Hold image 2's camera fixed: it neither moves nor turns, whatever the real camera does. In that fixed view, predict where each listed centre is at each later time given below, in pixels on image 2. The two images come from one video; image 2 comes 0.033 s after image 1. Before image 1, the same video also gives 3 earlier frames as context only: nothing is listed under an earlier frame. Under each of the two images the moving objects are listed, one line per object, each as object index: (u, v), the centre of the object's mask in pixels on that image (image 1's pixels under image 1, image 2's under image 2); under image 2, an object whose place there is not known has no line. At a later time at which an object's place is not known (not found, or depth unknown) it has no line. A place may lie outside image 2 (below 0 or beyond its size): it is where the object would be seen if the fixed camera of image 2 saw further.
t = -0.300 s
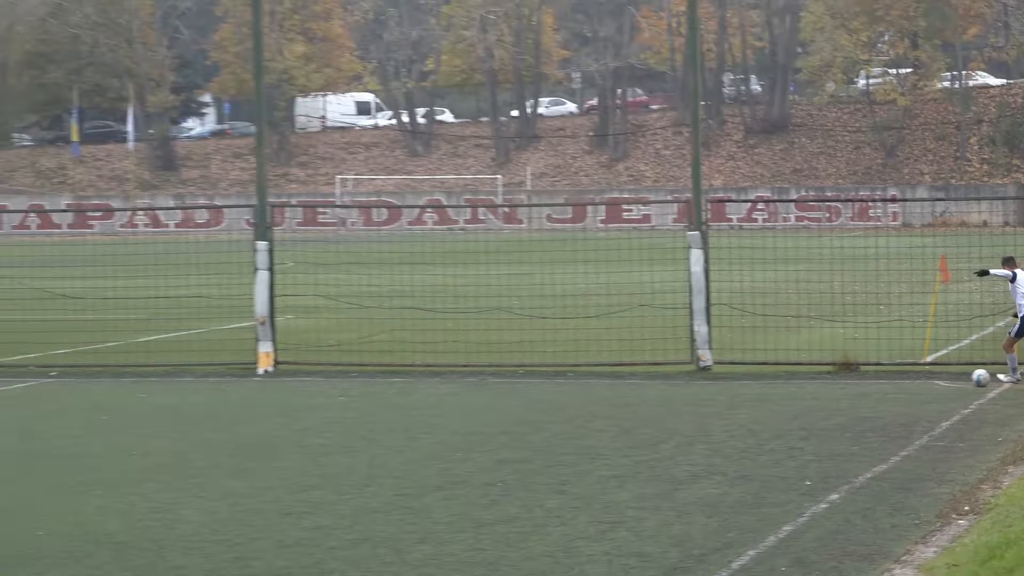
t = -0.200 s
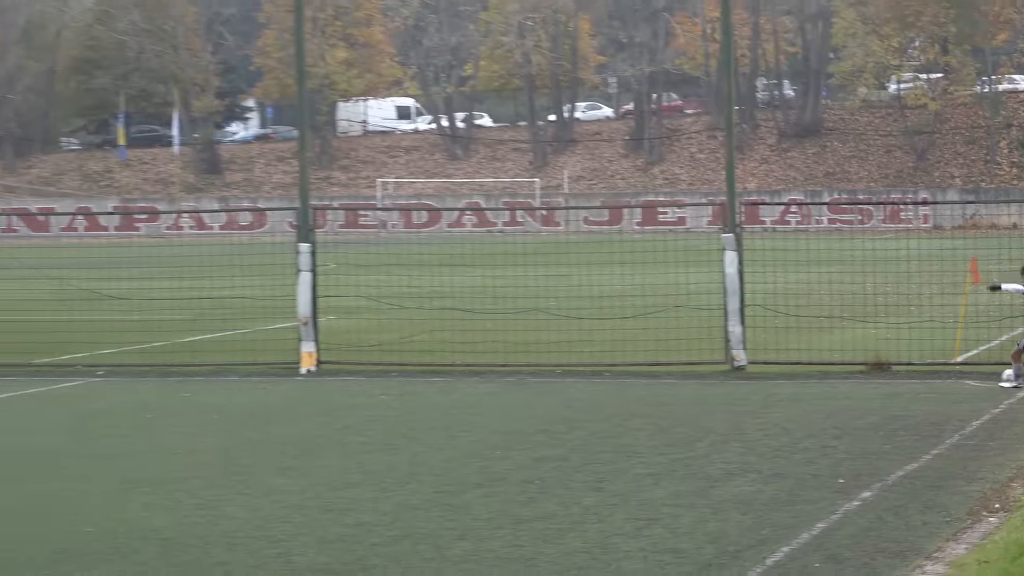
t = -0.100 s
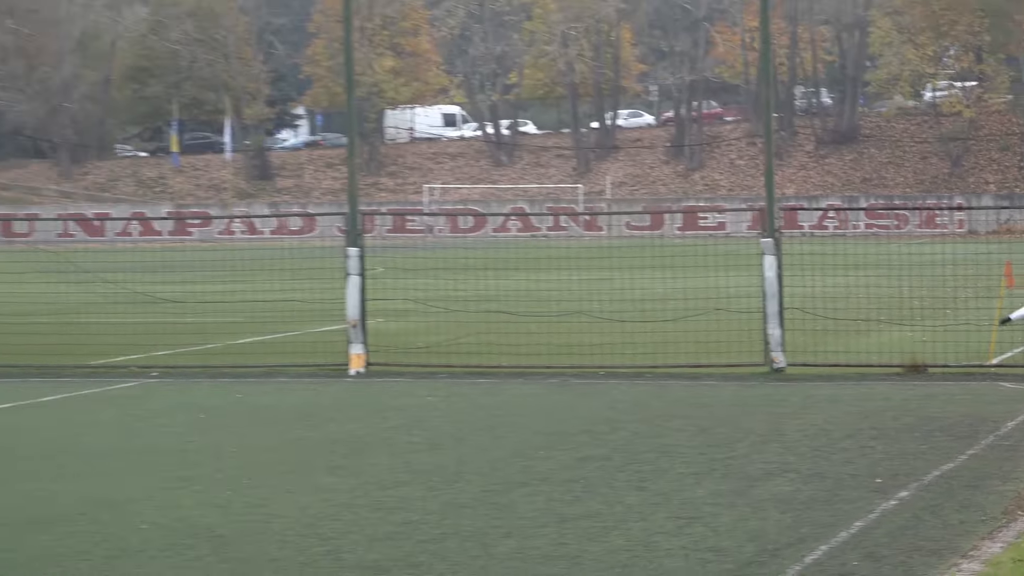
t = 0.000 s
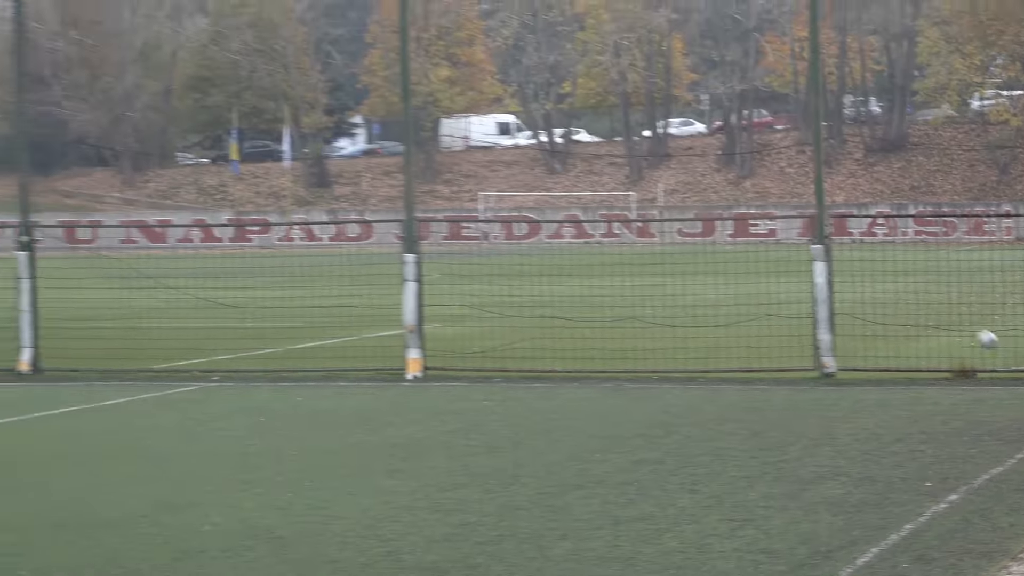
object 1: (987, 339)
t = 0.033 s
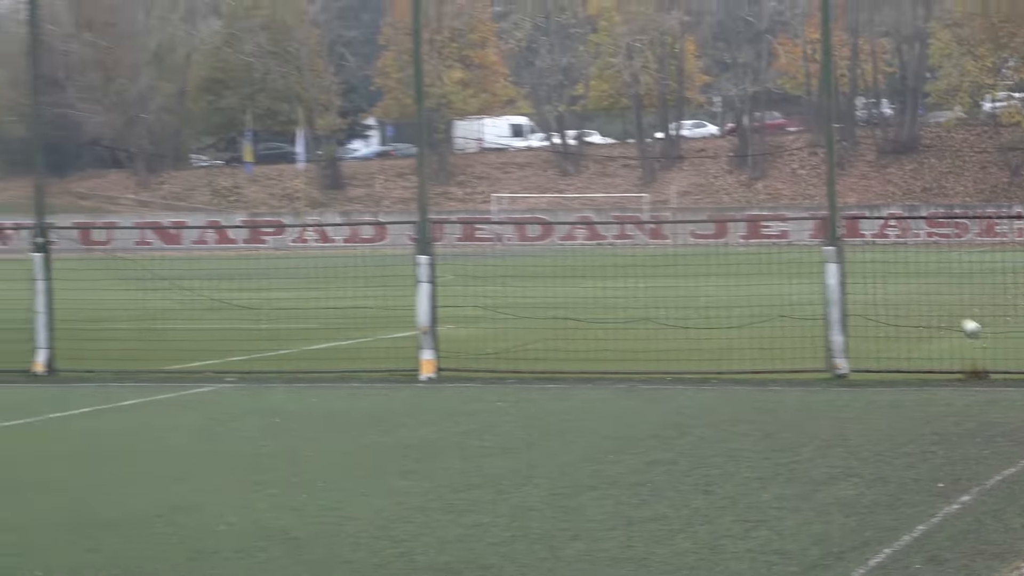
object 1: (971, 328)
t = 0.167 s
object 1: (771, 251)
